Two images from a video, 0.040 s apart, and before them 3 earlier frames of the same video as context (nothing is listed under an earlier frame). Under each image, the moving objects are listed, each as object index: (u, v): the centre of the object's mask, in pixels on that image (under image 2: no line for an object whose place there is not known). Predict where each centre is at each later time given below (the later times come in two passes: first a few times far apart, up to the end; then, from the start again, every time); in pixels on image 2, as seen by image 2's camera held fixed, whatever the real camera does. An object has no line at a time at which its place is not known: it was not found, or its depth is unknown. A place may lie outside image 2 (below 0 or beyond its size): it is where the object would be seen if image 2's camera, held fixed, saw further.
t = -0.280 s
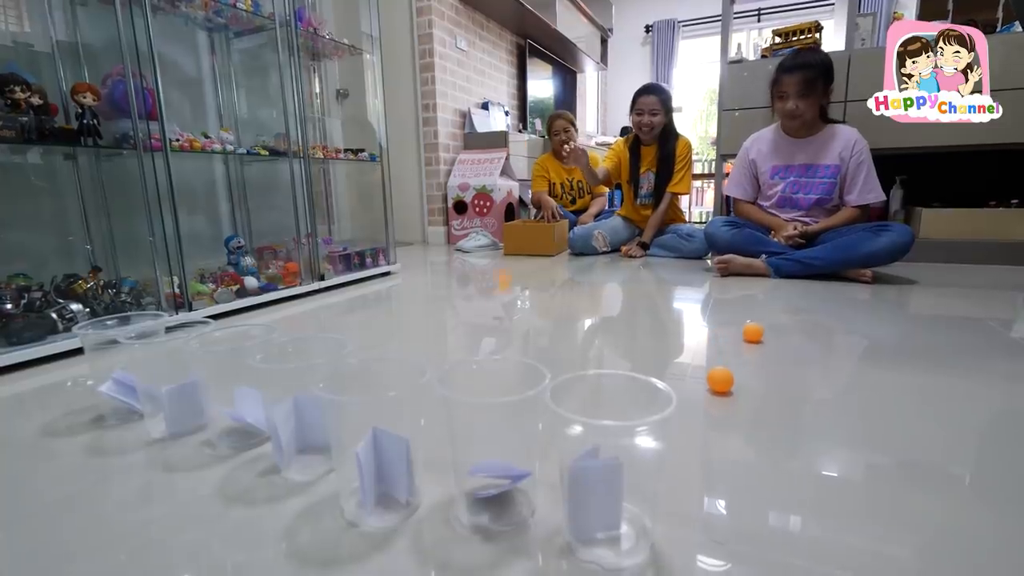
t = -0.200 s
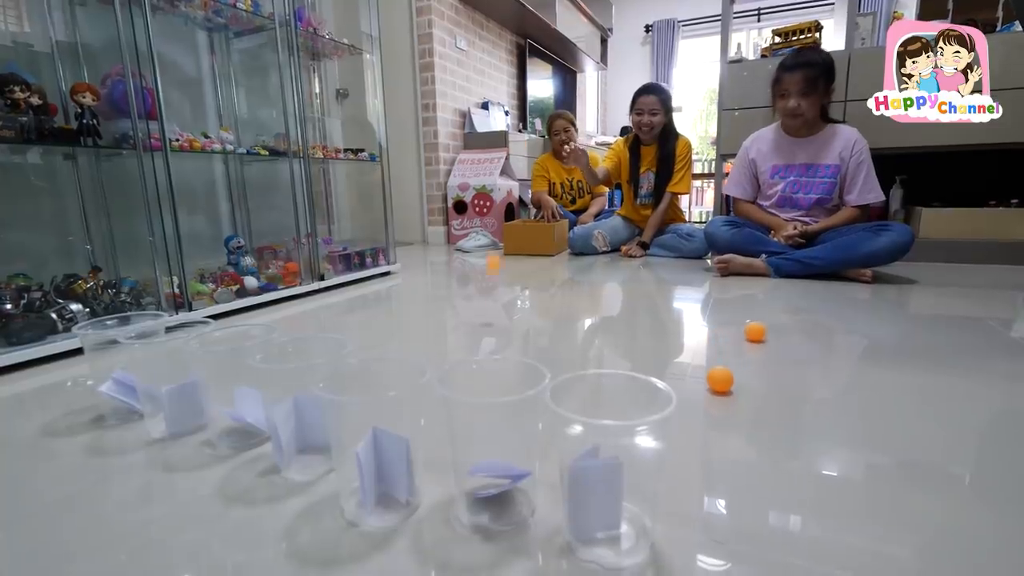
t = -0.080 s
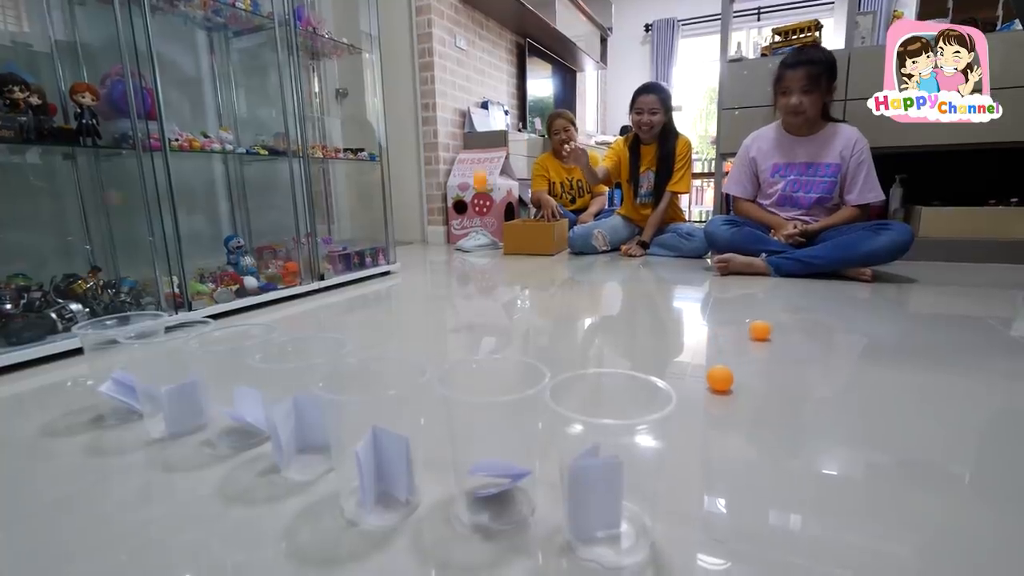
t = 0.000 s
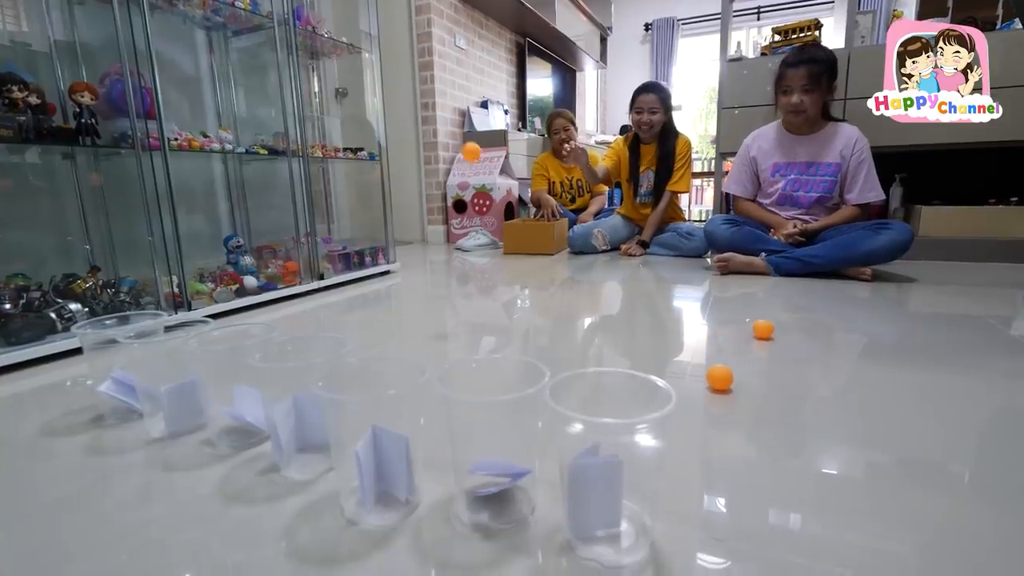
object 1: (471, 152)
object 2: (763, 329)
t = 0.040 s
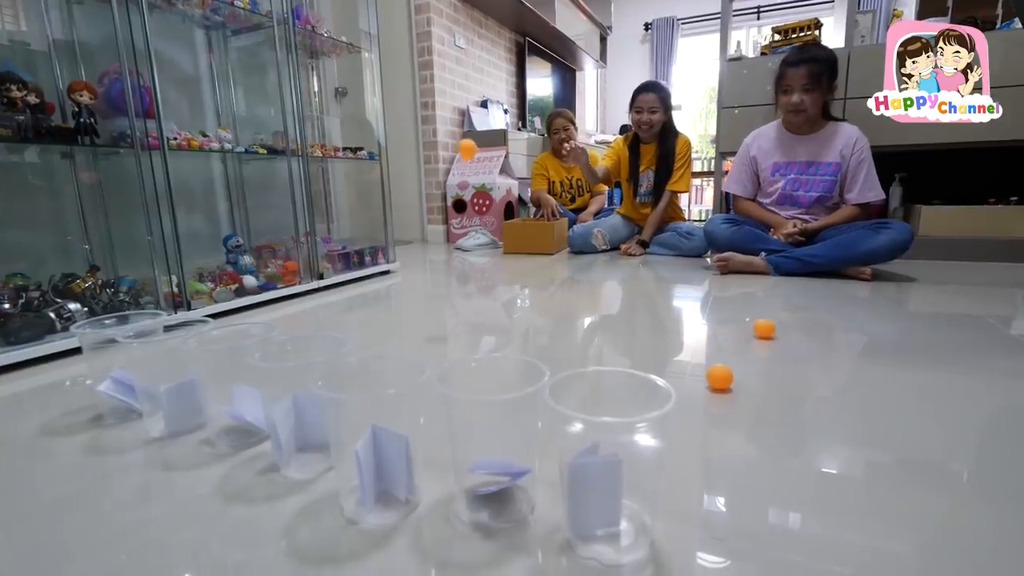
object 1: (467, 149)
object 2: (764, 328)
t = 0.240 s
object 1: (449, 260)
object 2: (773, 328)
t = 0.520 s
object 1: (411, 188)
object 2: (785, 328)
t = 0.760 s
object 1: (386, 306)
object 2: (794, 329)
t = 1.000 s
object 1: (339, 236)
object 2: (802, 329)
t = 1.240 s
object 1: (294, 343)
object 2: (809, 329)
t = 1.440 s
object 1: (242, 493)
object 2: (814, 330)
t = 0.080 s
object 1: (463, 153)
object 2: (766, 328)
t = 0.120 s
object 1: (458, 167)
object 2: (768, 328)
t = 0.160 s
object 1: (455, 190)
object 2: (769, 328)
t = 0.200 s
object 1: (452, 219)
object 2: (771, 328)
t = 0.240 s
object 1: (449, 260)
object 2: (773, 328)
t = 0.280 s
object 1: (446, 309)
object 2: (775, 328)
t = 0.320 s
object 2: (777, 328)
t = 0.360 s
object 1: (438, 296)
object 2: (778, 328)
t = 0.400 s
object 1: (431, 257)
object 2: (779, 328)
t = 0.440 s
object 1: (424, 229)
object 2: (781, 328)
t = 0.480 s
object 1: (418, 204)
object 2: (783, 328)
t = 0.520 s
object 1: (411, 188)
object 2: (785, 328)
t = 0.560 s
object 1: (406, 181)
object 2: (786, 328)
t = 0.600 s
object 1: (401, 183)
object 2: (788, 328)
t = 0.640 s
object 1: (396, 196)
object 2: (789, 328)
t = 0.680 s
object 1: (391, 221)
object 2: (791, 328)
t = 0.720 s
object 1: (388, 256)
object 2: (792, 328)
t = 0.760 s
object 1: (386, 306)
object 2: (794, 329)
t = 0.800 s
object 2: (795, 329)
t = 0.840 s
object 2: (797, 329)
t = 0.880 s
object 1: (369, 337)
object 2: (798, 329)
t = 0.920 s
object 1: (358, 295)
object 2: (799, 329)
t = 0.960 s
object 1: (348, 259)
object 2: (801, 329)
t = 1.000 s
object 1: (339, 236)
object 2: (802, 329)
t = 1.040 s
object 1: (329, 224)
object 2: (803, 329)
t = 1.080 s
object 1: (321, 223)
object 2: (804, 329)
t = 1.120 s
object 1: (313, 236)
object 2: (805, 329)
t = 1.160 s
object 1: (305, 263)
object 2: (806, 329)
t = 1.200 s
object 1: (301, 311)
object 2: (808, 329)
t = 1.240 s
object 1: (294, 343)
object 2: (809, 329)
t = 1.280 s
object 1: (282, 336)
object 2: (810, 329)
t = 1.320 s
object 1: (271, 344)
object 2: (811, 329)
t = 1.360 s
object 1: (260, 370)
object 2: (812, 329)
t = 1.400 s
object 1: (248, 420)
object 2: (813, 329)
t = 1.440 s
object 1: (242, 493)
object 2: (814, 330)
